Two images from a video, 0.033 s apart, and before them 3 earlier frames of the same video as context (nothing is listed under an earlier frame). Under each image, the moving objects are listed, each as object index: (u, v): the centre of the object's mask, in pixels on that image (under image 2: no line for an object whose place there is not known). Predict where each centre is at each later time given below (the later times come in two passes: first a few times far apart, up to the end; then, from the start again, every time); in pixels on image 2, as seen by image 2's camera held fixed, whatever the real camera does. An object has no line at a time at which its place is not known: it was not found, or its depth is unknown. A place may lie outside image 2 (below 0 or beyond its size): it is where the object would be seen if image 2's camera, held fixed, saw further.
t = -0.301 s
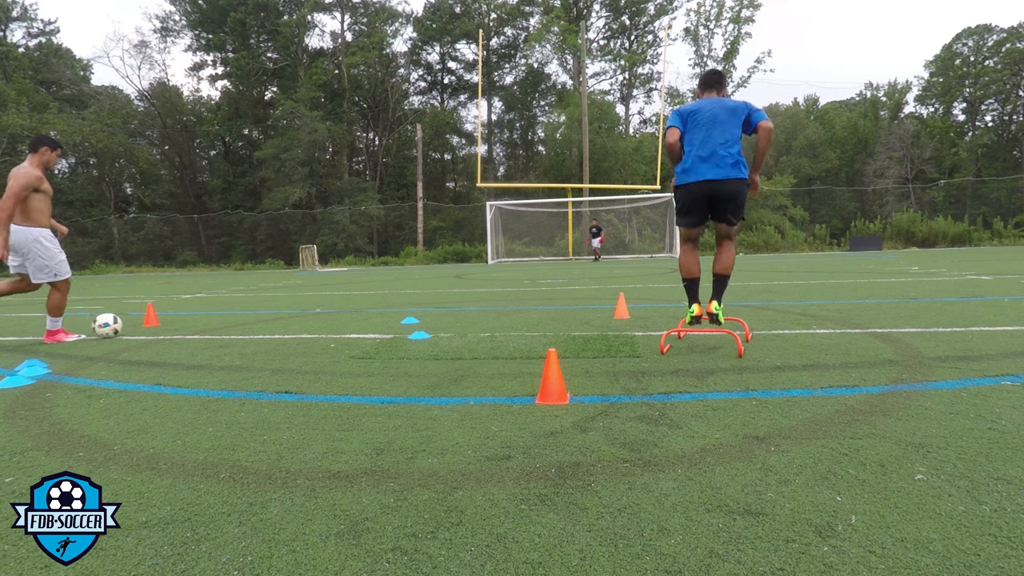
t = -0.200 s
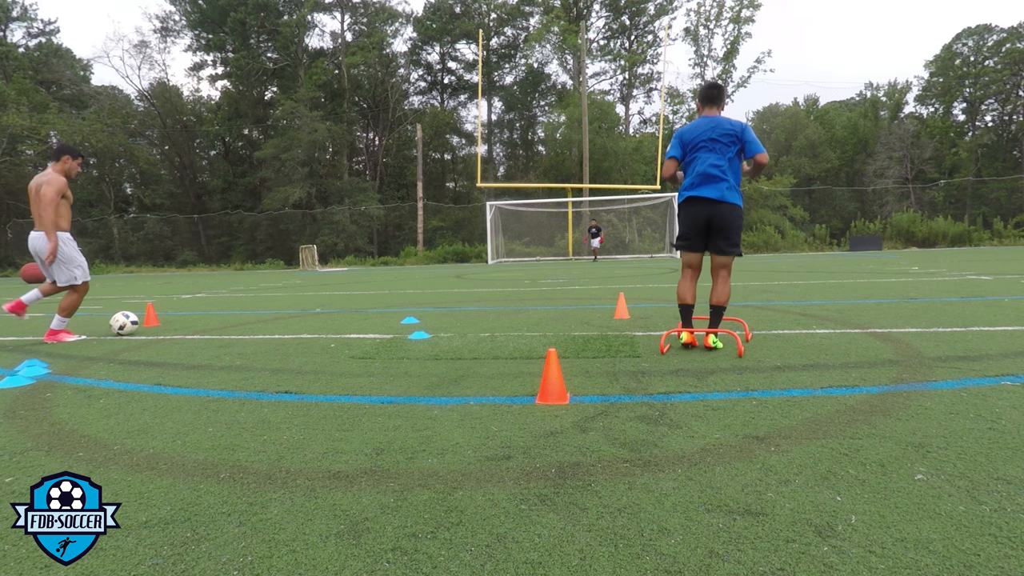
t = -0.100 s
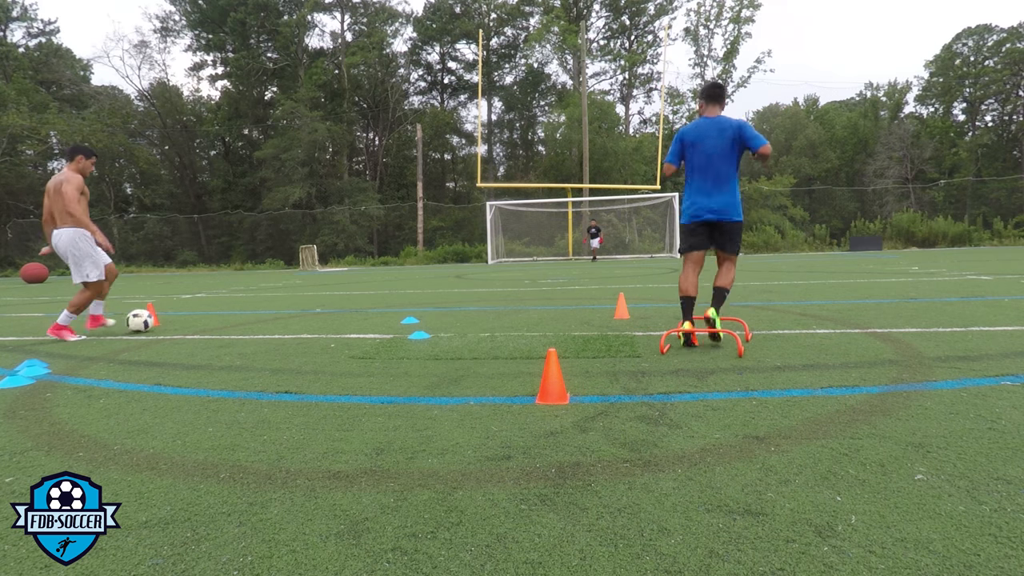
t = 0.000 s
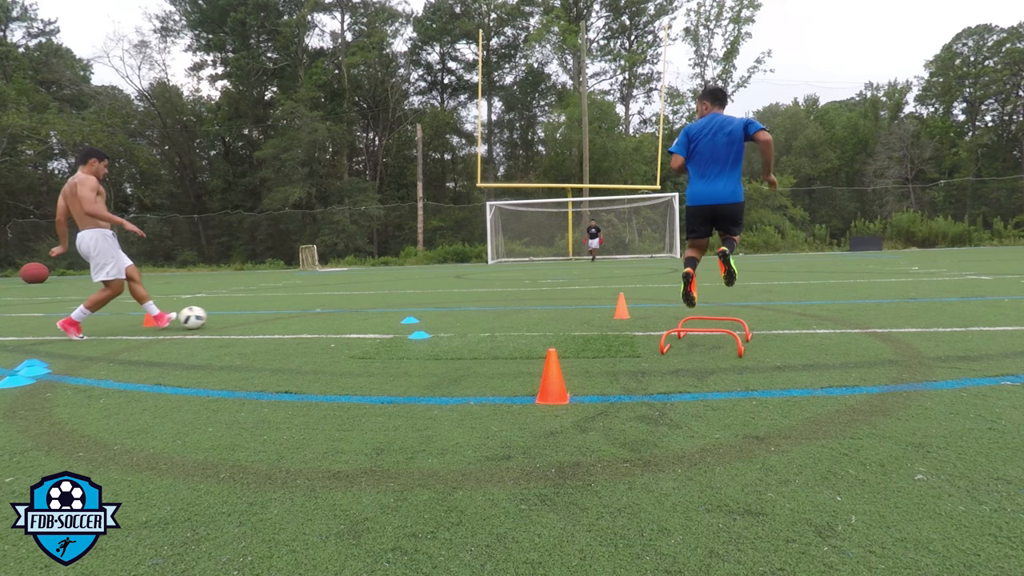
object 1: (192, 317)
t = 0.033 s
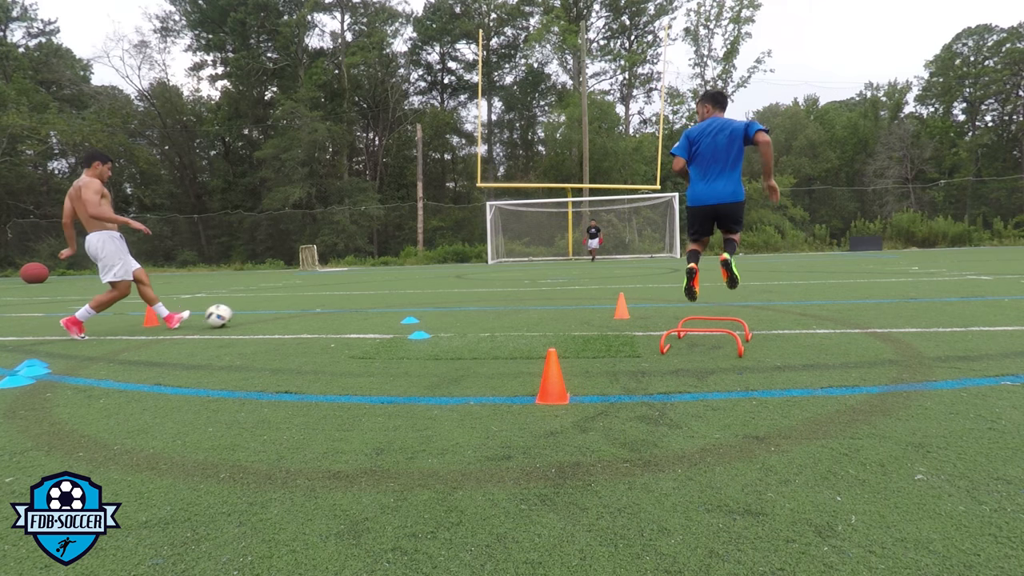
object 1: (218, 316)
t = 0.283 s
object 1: (384, 307)
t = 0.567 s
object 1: (514, 300)
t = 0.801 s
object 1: (600, 295)
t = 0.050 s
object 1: (231, 315)
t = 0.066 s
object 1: (243, 314)
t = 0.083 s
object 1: (255, 313)
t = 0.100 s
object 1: (268, 313)
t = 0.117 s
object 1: (281, 313)
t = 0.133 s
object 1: (292, 313)
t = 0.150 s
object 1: (303, 312)
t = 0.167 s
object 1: (314, 311)
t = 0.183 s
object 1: (325, 310)
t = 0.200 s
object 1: (335, 310)
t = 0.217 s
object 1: (346, 309)
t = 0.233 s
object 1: (356, 308)
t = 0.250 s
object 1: (365, 308)
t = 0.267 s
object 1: (374, 307)
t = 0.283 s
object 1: (384, 307)
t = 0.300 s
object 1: (393, 307)
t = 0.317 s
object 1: (402, 306)
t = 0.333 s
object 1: (410, 305)
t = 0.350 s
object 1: (419, 305)
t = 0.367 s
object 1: (427, 304)
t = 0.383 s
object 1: (435, 304)
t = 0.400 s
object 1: (443, 304)
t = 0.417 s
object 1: (451, 304)
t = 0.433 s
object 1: (458, 303)
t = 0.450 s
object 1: (466, 303)
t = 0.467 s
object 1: (472, 302)
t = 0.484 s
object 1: (480, 302)
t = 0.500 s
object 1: (487, 301)
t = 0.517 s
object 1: (494, 301)
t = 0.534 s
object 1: (500, 301)
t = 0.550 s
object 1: (507, 300)
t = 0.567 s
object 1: (514, 300)
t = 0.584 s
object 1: (520, 300)
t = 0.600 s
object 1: (527, 299)
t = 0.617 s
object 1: (533, 299)
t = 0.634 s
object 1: (540, 299)
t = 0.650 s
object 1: (546, 298)
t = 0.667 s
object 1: (552, 298)
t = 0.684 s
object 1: (558, 298)
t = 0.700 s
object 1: (564, 298)
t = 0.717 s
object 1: (571, 298)
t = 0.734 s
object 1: (577, 296)
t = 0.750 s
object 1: (582, 296)
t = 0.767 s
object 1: (589, 295)
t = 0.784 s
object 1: (594, 295)
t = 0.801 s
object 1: (600, 295)
